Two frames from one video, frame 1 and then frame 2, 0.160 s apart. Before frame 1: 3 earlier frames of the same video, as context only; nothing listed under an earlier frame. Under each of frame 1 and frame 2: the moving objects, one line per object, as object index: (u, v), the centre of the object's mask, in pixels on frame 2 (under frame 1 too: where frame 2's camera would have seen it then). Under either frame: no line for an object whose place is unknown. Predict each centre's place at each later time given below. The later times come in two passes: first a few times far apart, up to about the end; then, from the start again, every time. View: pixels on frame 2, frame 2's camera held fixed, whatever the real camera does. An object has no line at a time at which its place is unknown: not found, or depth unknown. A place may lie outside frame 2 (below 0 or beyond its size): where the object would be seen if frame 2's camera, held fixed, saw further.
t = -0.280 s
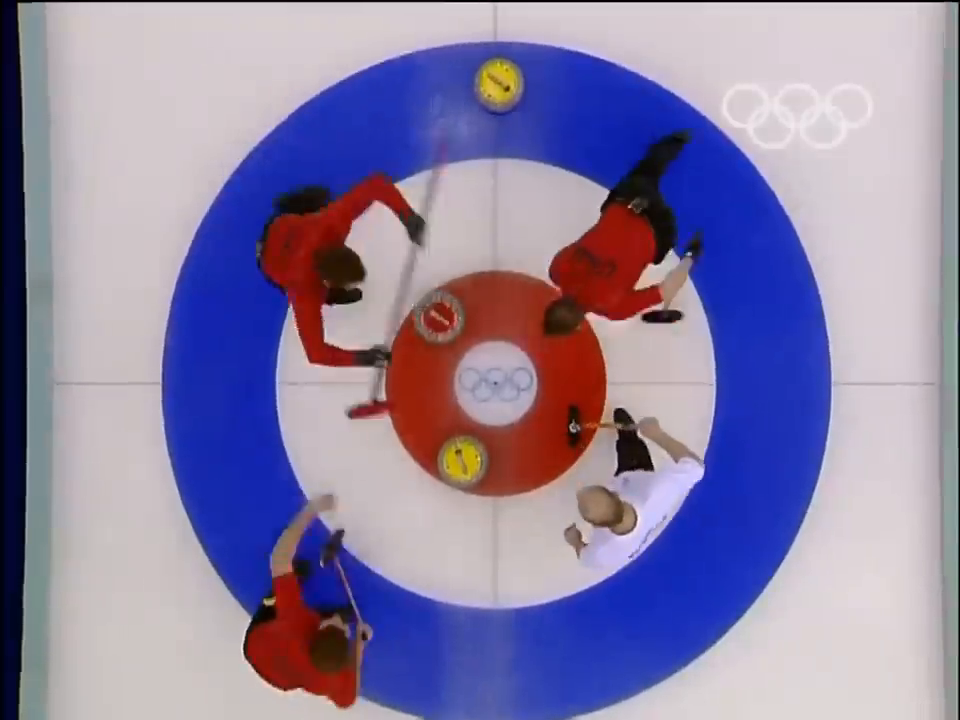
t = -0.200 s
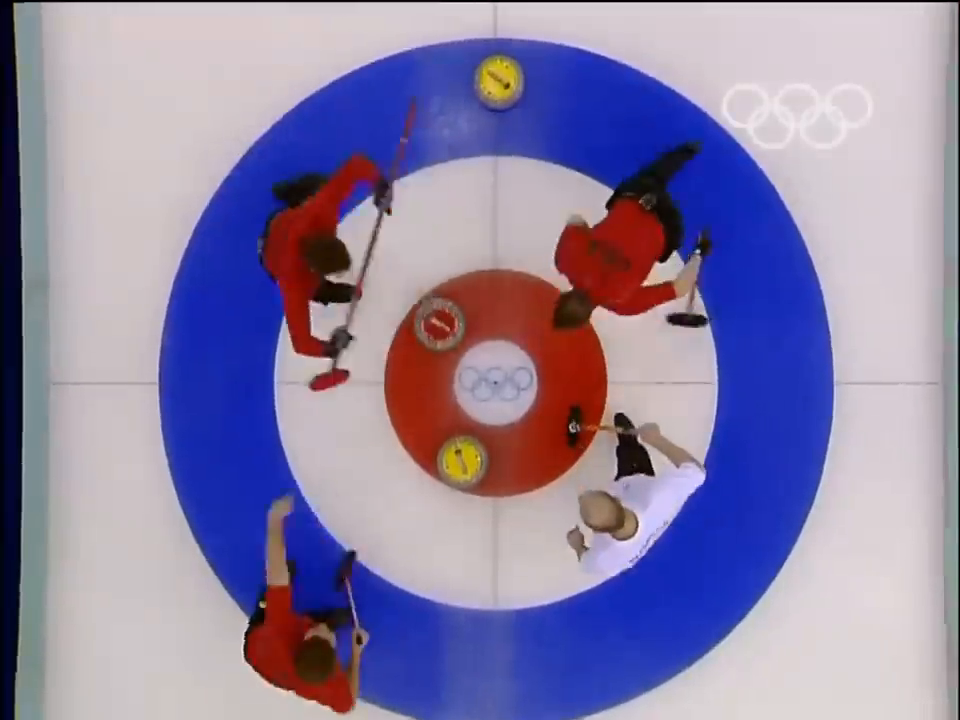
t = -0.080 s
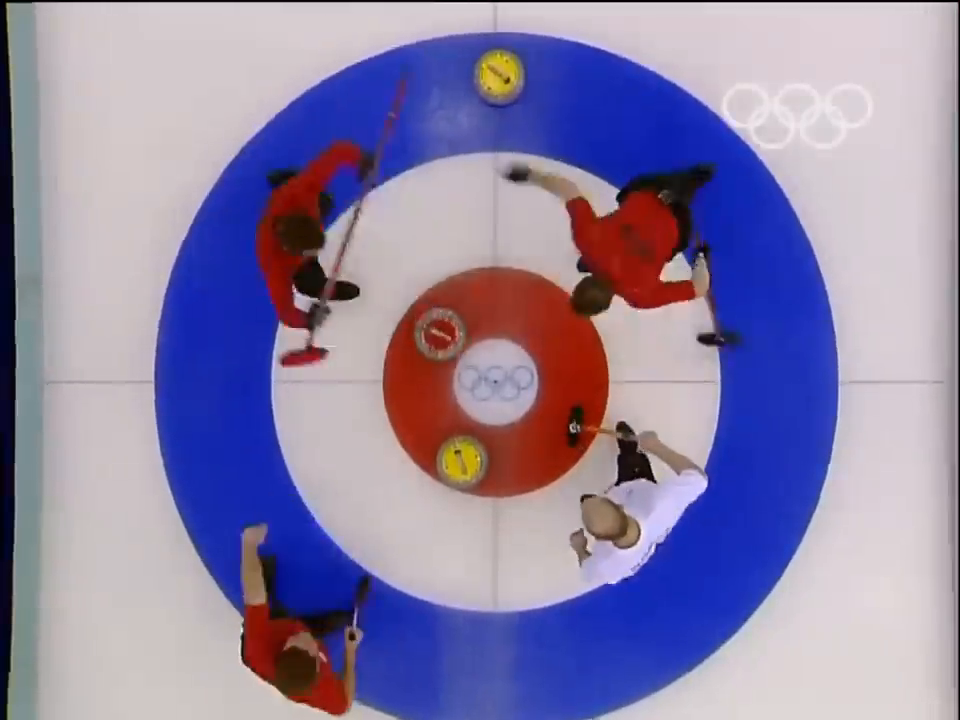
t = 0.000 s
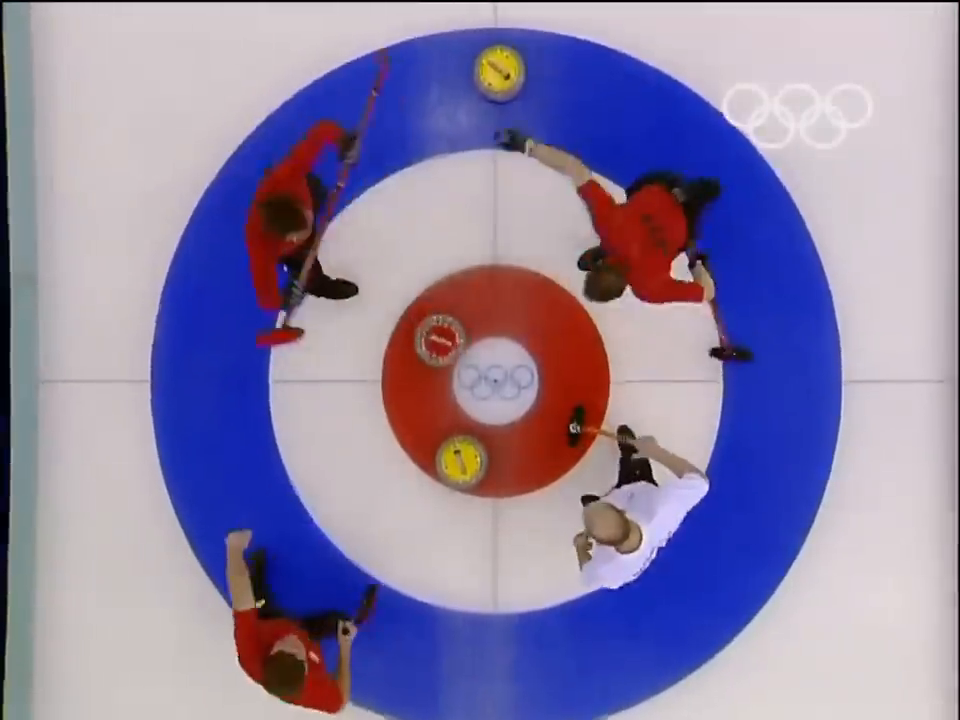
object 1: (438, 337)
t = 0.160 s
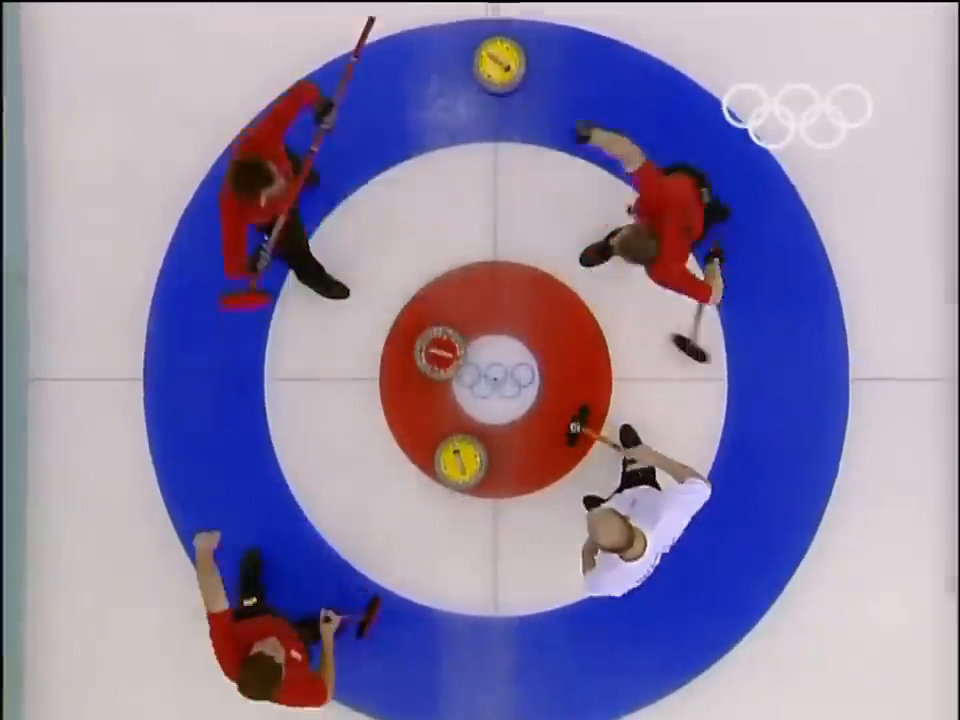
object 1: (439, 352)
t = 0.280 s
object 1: (440, 363)
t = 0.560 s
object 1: (444, 388)
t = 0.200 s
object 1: (440, 356)
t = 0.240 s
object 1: (440, 359)
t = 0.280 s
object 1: (440, 363)
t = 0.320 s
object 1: (441, 366)
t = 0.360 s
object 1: (441, 370)
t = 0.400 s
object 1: (442, 374)
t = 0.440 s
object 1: (442, 377)
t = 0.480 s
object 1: (442, 380)
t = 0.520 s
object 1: (443, 384)
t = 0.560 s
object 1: (444, 388)
